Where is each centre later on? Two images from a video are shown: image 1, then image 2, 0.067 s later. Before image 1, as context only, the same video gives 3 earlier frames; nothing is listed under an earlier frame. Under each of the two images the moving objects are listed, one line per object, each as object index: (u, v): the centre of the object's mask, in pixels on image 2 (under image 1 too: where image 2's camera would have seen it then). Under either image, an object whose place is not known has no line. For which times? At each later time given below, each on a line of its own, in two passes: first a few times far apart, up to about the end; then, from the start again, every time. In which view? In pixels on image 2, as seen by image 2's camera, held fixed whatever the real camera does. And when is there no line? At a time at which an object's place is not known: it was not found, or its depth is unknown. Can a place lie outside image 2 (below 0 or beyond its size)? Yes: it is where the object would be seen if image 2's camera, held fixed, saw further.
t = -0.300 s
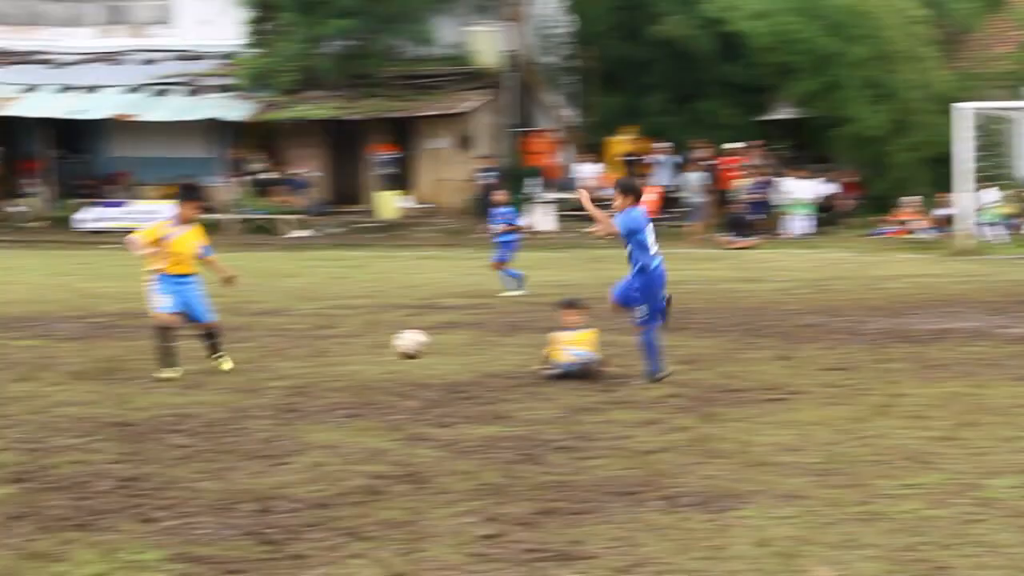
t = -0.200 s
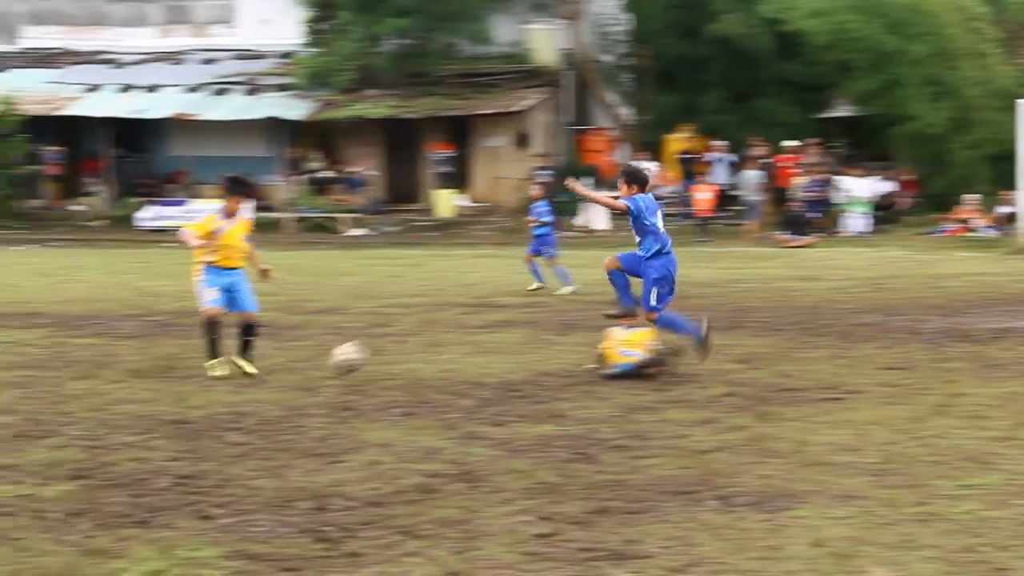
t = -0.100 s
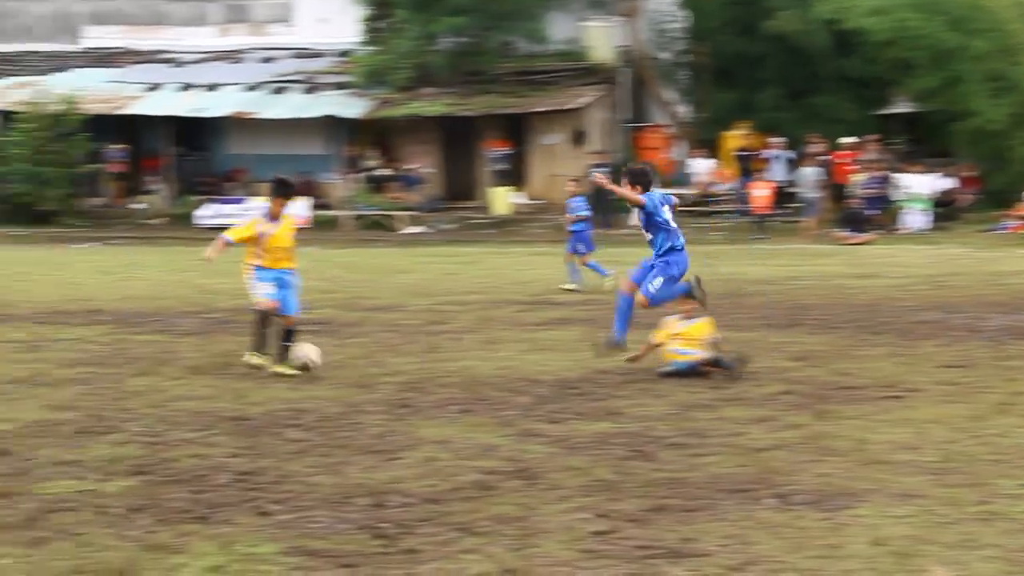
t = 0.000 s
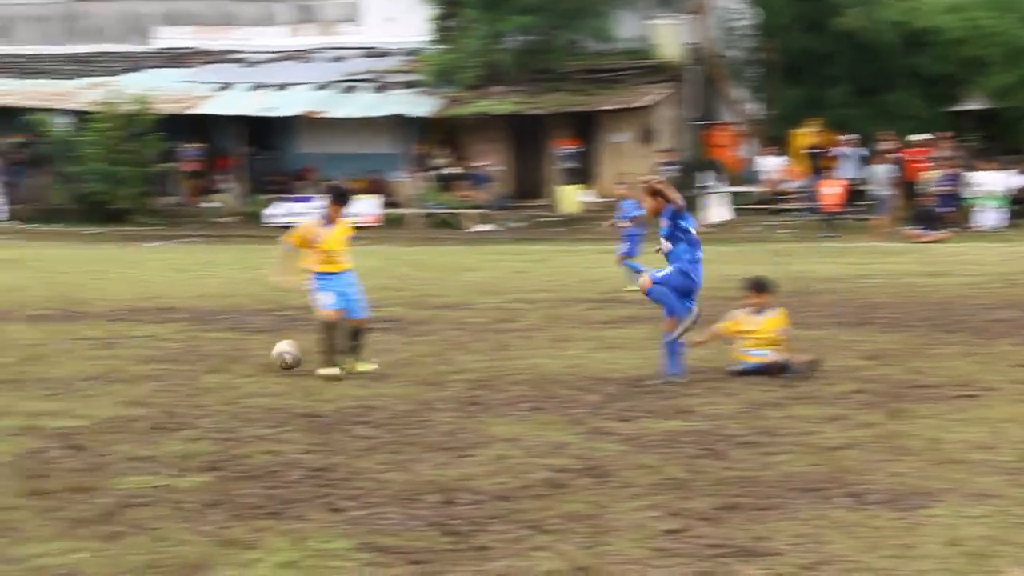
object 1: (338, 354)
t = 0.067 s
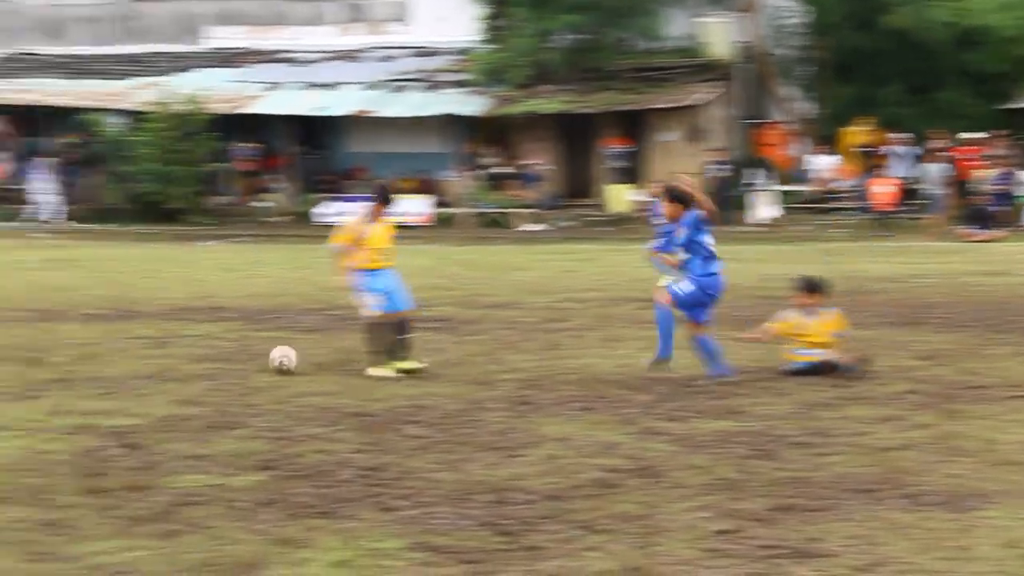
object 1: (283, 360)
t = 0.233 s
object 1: (170, 357)
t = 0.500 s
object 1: (-5, 362)
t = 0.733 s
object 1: (-156, 360)
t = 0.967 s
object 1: (-304, 359)
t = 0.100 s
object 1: (260, 357)
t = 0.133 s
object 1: (236, 355)
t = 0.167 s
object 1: (214, 355)
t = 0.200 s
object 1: (193, 355)
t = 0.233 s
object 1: (170, 357)
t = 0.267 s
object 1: (148, 361)
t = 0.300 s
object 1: (126, 358)
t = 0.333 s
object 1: (104, 355)
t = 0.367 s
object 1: (81, 353)
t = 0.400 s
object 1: (59, 354)
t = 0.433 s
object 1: (38, 356)
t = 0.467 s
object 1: (16, 360)
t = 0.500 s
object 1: (-5, 362)
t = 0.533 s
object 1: (-27, 359)
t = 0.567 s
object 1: (-49, 358)
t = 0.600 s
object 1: (-70, 358)
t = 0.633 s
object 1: (-91, 360)
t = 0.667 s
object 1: (-113, 363)
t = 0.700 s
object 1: (-135, 361)
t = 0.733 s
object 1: (-156, 360)
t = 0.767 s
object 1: (-176, 359)
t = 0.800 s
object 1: (-197, 359)
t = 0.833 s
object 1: (-220, 362)
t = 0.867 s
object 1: (-242, 364)
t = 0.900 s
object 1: (-262, 362)
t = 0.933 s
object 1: (-281, 359)
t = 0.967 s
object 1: (-304, 359)
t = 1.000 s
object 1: (-327, 360)
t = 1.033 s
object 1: (-349, 365)
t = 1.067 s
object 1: (-369, 365)
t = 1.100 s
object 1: (-387, 364)
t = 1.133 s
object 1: (-409, 364)
